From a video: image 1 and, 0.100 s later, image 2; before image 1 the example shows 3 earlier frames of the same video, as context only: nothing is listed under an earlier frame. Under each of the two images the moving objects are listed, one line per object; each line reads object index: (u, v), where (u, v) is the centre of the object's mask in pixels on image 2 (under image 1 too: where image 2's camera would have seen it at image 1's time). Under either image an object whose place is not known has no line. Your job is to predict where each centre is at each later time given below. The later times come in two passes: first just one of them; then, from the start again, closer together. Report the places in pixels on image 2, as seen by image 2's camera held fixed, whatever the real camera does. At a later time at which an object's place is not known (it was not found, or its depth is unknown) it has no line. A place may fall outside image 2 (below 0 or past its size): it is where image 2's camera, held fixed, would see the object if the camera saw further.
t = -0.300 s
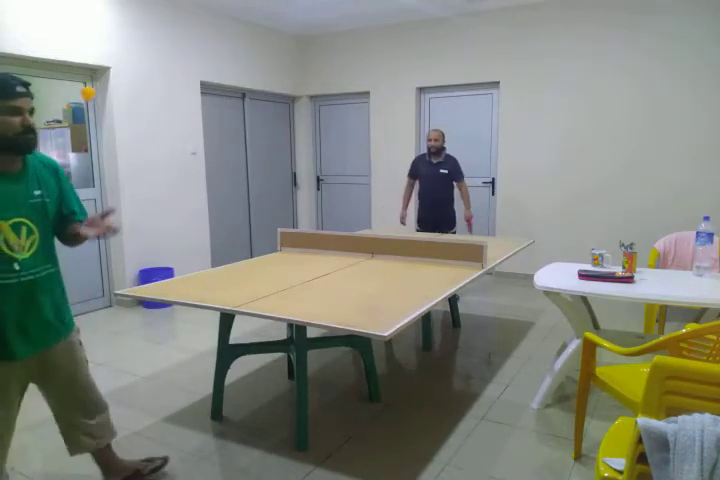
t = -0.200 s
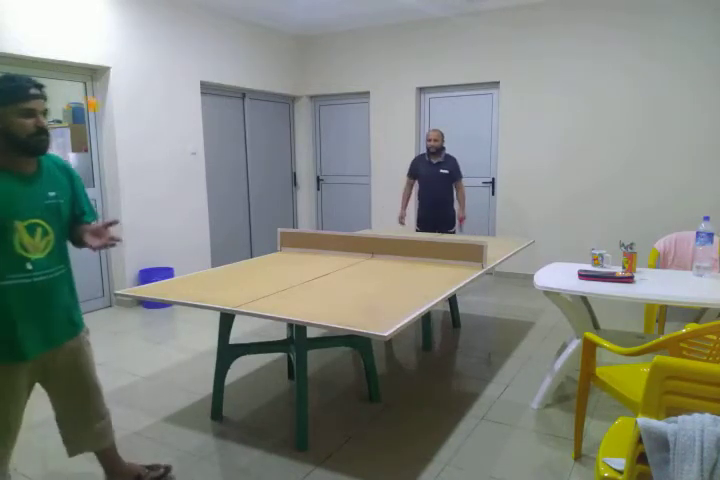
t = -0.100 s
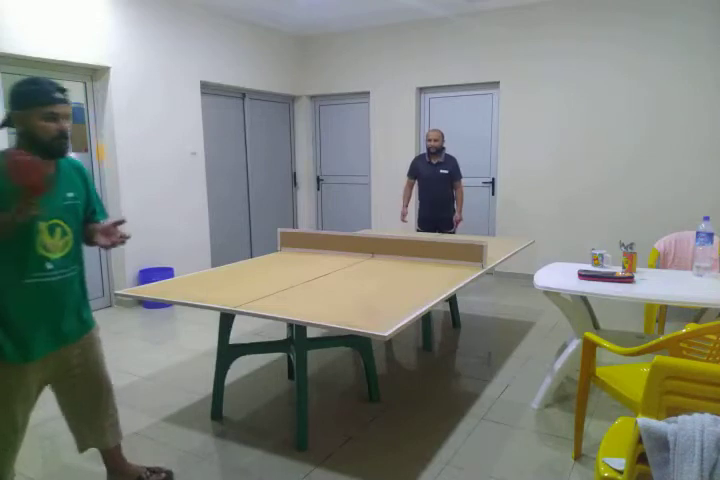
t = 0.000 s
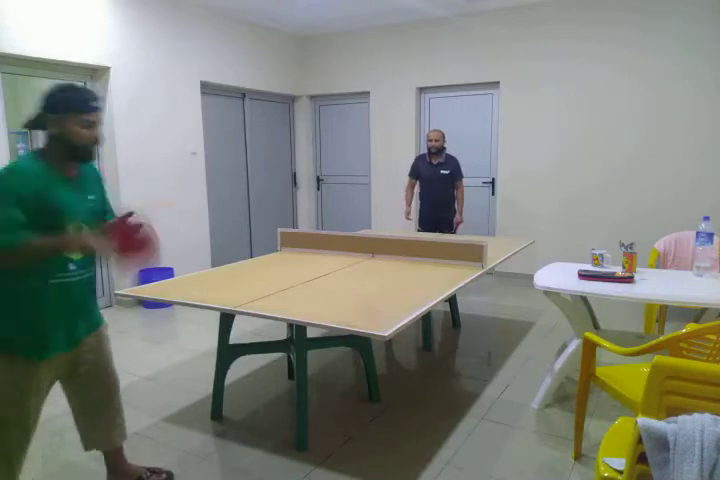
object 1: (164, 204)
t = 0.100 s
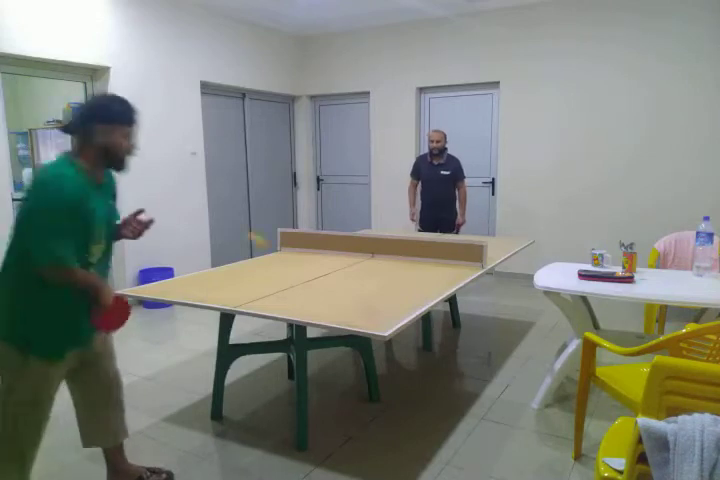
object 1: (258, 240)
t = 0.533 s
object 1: (364, 218)
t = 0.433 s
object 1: (351, 214)
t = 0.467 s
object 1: (356, 214)
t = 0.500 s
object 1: (360, 215)
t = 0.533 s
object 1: (364, 218)
